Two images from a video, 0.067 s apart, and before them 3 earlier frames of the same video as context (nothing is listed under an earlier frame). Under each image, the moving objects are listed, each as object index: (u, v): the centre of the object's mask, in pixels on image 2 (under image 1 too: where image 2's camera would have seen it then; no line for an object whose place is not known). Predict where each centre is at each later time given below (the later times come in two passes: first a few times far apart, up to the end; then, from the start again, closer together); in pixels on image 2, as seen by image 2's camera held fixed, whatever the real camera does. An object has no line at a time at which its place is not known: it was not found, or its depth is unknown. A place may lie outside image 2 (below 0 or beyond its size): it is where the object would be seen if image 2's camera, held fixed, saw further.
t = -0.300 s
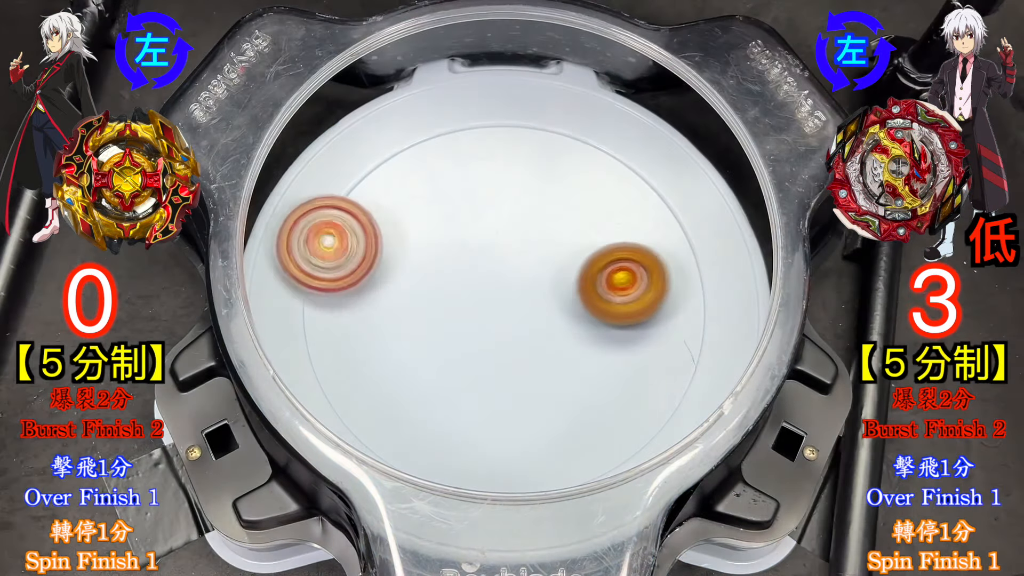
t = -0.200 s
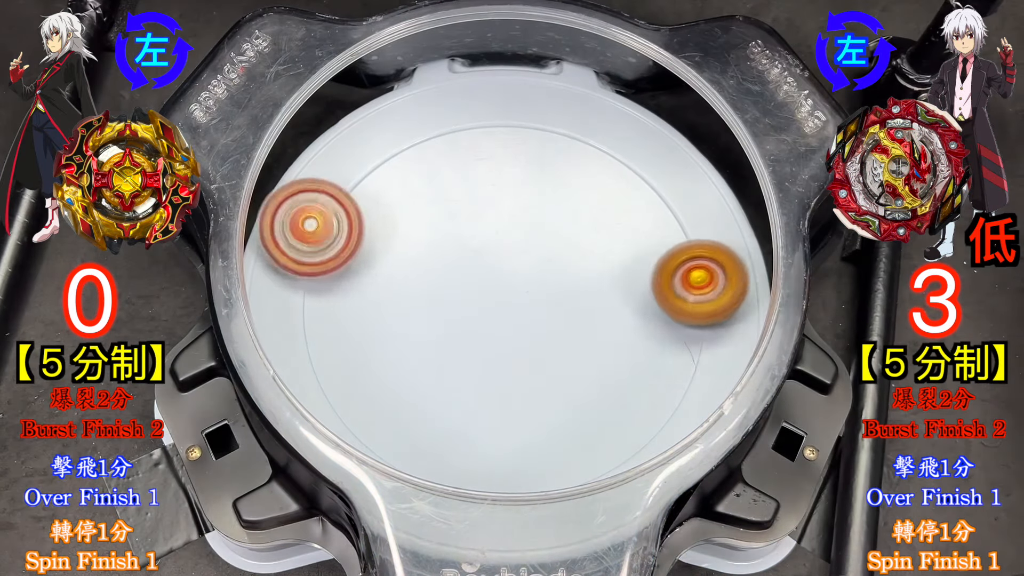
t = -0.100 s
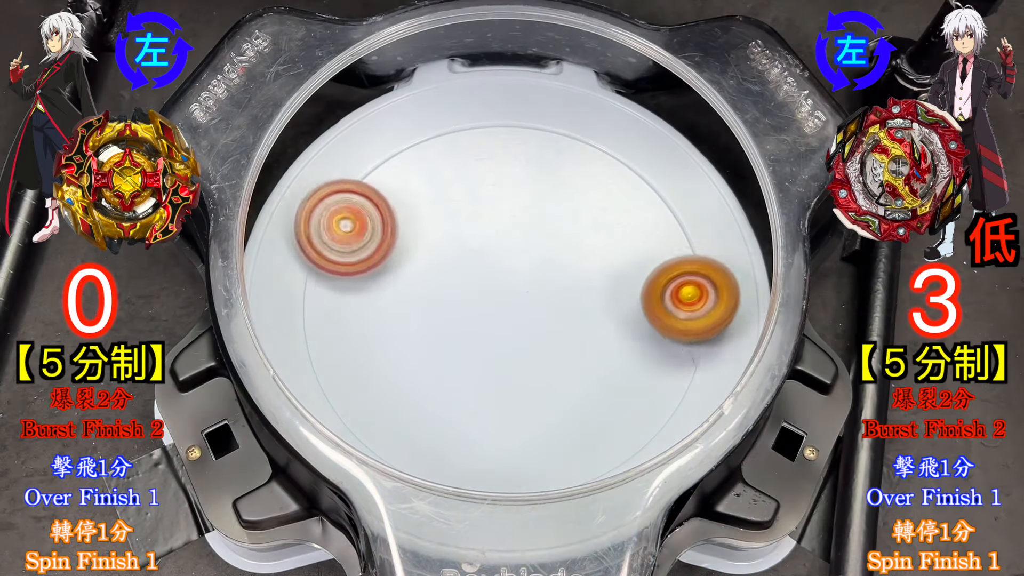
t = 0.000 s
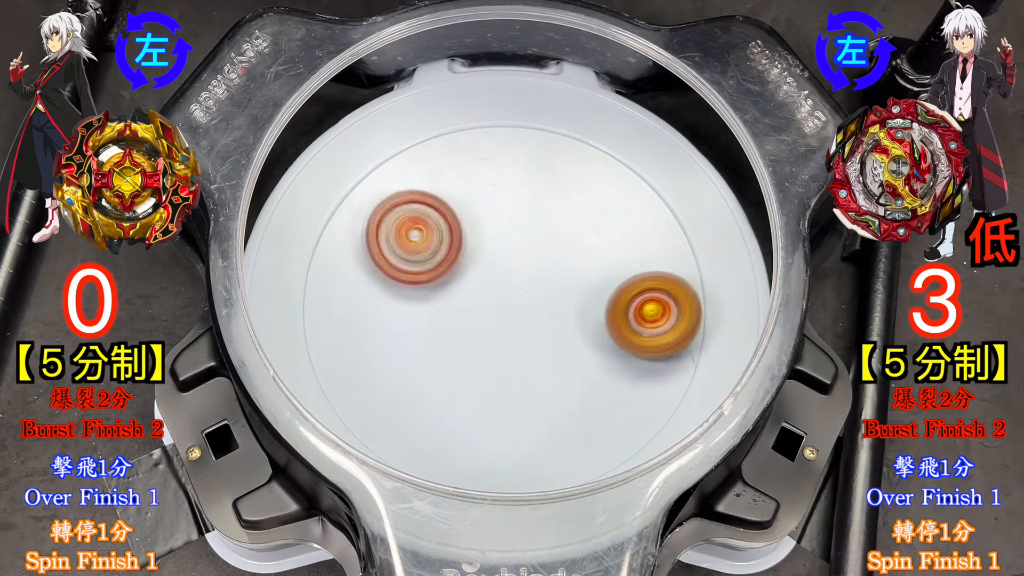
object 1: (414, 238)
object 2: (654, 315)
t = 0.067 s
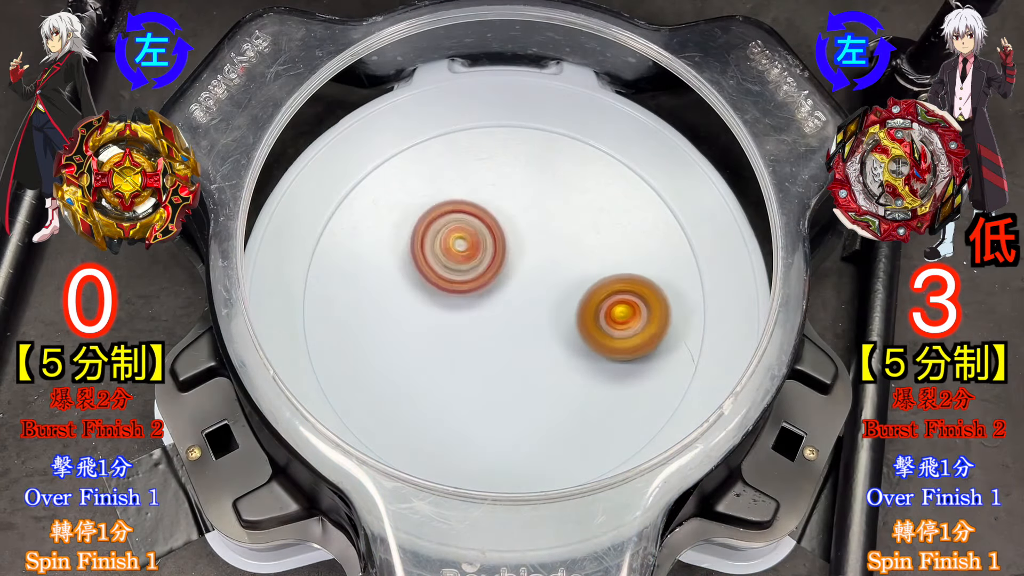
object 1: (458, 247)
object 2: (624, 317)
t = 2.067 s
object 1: (489, 308)
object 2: (567, 181)
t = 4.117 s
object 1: (690, 242)
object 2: (536, 188)
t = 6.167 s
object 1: (593, 194)
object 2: (657, 267)
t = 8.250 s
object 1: (547, 322)
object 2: (627, 411)
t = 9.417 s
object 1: (533, 309)
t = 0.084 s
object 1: (468, 250)
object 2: (615, 316)
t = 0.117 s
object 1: (485, 258)
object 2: (599, 312)
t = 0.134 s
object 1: (493, 262)
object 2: (591, 308)
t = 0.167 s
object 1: (494, 267)
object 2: (593, 301)
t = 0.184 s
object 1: (487, 268)
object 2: (605, 301)
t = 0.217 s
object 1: (472, 273)
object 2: (627, 304)
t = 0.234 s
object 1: (465, 276)
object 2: (636, 307)
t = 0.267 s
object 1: (449, 285)
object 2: (656, 305)
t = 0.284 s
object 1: (441, 290)
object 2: (665, 306)
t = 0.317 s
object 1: (421, 299)
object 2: (681, 307)
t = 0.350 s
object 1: (401, 306)
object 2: (693, 309)
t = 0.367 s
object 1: (389, 308)
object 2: (698, 311)
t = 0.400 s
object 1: (369, 311)
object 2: (694, 315)
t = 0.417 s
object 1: (358, 311)
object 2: (689, 317)
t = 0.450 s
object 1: (341, 308)
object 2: (679, 322)
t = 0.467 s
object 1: (332, 306)
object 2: (673, 325)
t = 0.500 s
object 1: (318, 298)
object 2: (660, 329)
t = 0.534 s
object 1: (307, 288)
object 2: (646, 332)
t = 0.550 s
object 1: (312, 282)
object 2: (638, 332)
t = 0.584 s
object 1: (325, 272)
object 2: (622, 330)
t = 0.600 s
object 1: (333, 267)
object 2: (614, 328)
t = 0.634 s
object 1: (348, 257)
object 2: (597, 321)
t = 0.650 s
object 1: (356, 253)
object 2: (588, 315)
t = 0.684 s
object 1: (373, 246)
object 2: (572, 303)
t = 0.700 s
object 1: (381, 245)
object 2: (565, 295)
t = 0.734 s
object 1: (398, 242)
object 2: (551, 278)
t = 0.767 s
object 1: (415, 242)
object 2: (540, 260)
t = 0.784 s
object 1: (423, 242)
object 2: (535, 250)
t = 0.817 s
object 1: (436, 245)
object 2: (530, 230)
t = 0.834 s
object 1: (437, 248)
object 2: (537, 218)
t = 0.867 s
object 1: (439, 256)
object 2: (554, 194)
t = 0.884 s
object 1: (440, 260)
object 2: (562, 184)
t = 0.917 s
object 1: (442, 269)
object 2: (580, 164)
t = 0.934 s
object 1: (444, 274)
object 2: (590, 156)
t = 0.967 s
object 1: (447, 284)
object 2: (608, 142)
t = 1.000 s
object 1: (449, 295)
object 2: (622, 136)
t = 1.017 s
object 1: (449, 302)
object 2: (628, 137)
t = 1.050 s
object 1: (448, 317)
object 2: (640, 139)
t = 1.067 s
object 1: (447, 325)
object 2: (645, 141)
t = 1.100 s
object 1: (441, 341)
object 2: (655, 143)
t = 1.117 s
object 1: (438, 349)
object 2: (659, 146)
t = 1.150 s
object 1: (428, 364)
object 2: (667, 150)
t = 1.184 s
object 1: (418, 377)
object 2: (674, 154)
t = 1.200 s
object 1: (410, 382)
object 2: (678, 157)
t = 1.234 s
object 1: (396, 390)
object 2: (683, 162)
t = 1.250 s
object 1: (389, 393)
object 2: (685, 165)
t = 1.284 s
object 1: (372, 396)
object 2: (689, 170)
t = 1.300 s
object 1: (365, 395)
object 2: (691, 173)
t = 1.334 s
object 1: (352, 389)
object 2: (693, 178)
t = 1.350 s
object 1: (345, 385)
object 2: (694, 181)
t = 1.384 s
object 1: (334, 375)
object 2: (694, 188)
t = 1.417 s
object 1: (327, 362)
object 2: (692, 195)
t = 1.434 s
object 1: (325, 354)
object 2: (690, 199)
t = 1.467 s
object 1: (325, 339)
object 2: (683, 209)
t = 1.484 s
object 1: (327, 333)
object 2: (678, 215)
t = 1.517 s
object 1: (333, 322)
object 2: (666, 231)
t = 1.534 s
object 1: (336, 316)
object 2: (659, 241)
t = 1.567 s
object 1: (344, 308)
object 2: (640, 259)
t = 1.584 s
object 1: (350, 304)
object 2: (630, 267)
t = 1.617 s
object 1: (360, 298)
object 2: (603, 283)
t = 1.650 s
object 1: (372, 293)
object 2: (573, 293)
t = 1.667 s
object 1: (378, 291)
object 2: (557, 297)
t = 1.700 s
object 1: (389, 288)
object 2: (523, 300)
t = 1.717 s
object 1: (397, 287)
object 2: (506, 301)
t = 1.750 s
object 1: (391, 285)
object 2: (504, 295)
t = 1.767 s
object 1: (385, 285)
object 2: (508, 292)
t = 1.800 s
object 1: (381, 285)
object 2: (516, 284)
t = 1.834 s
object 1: (383, 284)
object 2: (522, 272)
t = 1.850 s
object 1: (386, 284)
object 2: (523, 266)
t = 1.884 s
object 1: (397, 284)
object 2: (527, 252)
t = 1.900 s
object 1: (403, 284)
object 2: (529, 244)
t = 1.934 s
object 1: (416, 284)
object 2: (533, 227)
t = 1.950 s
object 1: (424, 286)
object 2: (536, 219)
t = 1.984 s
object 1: (441, 288)
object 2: (543, 204)
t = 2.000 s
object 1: (450, 291)
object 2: (547, 198)
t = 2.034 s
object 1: (469, 298)
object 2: (556, 188)
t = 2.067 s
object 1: (489, 308)
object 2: (567, 181)
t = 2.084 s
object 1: (499, 314)
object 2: (573, 179)
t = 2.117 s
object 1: (518, 329)
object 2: (586, 179)
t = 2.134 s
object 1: (527, 337)
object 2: (593, 180)
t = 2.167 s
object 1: (542, 354)
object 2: (606, 187)
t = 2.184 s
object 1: (549, 363)
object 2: (612, 192)
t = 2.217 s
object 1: (559, 382)
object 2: (622, 206)
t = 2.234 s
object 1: (563, 390)
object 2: (626, 215)
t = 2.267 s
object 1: (567, 407)
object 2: (630, 235)
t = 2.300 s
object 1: (568, 423)
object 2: (628, 258)
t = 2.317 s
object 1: (567, 430)
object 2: (625, 270)
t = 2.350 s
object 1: (561, 440)
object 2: (612, 293)
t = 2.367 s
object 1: (557, 444)
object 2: (602, 304)
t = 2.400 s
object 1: (546, 450)
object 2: (579, 324)
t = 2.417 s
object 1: (541, 452)
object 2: (565, 332)
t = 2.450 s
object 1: (527, 455)
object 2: (534, 346)
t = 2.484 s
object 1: (510, 455)
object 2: (501, 353)
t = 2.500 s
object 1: (502, 455)
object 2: (485, 355)
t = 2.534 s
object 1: (484, 452)
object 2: (452, 354)
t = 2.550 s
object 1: (475, 450)
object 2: (437, 350)
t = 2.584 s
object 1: (455, 444)
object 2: (409, 343)
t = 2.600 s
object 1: (447, 440)
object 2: (397, 335)
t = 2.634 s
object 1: (433, 430)
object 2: (373, 322)
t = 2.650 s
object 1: (429, 425)
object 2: (364, 313)
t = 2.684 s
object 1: (422, 411)
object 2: (348, 293)
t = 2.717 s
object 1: (418, 398)
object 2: (338, 271)
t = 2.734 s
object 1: (418, 391)
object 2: (336, 260)
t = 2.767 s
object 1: (420, 378)
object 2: (333, 237)
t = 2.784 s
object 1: (421, 371)
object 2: (334, 227)
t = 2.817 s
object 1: (425, 359)
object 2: (339, 205)
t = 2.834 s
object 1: (428, 352)
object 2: (343, 193)
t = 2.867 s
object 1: (437, 338)
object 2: (355, 173)
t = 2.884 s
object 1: (443, 331)
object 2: (364, 166)
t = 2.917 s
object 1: (456, 316)
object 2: (389, 154)
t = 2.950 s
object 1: (474, 304)
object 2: (414, 143)
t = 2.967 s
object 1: (484, 298)
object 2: (427, 138)
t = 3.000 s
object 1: (507, 288)
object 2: (453, 130)
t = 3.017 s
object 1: (519, 284)
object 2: (467, 128)
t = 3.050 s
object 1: (543, 279)
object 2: (495, 128)
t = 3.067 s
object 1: (555, 278)
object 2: (508, 131)
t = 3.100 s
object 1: (580, 278)
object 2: (535, 141)
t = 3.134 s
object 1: (603, 281)
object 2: (560, 158)
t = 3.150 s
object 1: (614, 284)
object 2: (572, 168)
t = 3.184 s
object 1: (633, 293)
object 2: (593, 195)
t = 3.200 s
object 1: (641, 297)
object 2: (601, 211)
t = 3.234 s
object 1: (663, 320)
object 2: (603, 227)
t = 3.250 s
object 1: (674, 333)
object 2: (601, 235)
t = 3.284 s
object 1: (689, 359)
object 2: (593, 251)
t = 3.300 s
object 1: (689, 369)
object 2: (588, 261)
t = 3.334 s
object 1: (668, 386)
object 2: (575, 279)
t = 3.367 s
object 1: (644, 403)
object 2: (558, 296)
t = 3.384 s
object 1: (631, 409)
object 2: (547, 305)
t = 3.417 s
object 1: (605, 420)
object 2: (525, 318)
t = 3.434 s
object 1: (592, 423)
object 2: (513, 323)
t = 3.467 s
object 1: (566, 426)
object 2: (488, 331)
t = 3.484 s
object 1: (552, 425)
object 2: (476, 334)
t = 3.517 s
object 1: (527, 422)
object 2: (451, 335)
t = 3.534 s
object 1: (515, 419)
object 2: (438, 335)
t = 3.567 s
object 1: (494, 409)
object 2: (415, 330)
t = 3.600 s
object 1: (478, 395)
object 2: (394, 321)
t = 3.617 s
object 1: (470, 385)
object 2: (384, 315)
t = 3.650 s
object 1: (459, 364)
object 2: (367, 302)
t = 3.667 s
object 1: (456, 351)
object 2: (360, 295)
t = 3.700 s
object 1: (453, 325)
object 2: (348, 278)
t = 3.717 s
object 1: (454, 312)
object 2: (344, 269)
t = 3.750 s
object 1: (459, 287)
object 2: (339, 250)
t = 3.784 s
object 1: (470, 263)
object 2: (337, 231)
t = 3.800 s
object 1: (476, 252)
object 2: (337, 222)
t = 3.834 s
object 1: (494, 233)
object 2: (341, 203)
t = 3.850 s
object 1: (505, 224)
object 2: (345, 194)
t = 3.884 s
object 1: (528, 211)
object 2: (356, 177)
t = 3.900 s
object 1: (541, 205)
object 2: (364, 171)
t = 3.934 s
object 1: (567, 197)
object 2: (384, 159)
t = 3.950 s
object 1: (580, 195)
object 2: (395, 155)
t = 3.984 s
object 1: (608, 195)
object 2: (419, 149)
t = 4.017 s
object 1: (635, 198)
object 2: (447, 149)
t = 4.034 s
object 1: (648, 201)
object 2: (462, 151)
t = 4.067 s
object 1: (674, 212)
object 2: (492, 161)
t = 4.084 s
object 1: (685, 218)
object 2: (507, 168)
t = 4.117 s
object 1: (690, 242)
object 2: (536, 188)
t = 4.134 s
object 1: (691, 253)
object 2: (549, 199)
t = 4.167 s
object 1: (691, 279)
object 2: (572, 225)
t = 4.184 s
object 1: (690, 291)
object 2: (581, 239)
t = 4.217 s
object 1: (686, 314)
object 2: (597, 266)
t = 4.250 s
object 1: (692, 342)
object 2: (590, 286)
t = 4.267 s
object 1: (693, 355)
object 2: (584, 297)
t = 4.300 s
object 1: (678, 378)
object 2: (569, 319)
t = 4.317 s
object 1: (667, 388)
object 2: (560, 332)
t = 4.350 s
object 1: (644, 406)
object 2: (545, 353)
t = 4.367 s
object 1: (630, 414)
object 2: (536, 363)
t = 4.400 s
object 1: (607, 424)
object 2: (509, 378)
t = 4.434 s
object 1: (582, 429)
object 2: (474, 389)
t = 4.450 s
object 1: (568, 429)
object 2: (457, 392)
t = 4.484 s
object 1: (538, 423)
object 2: (421, 397)
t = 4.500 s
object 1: (523, 418)
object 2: (404, 398)
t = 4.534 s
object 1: (495, 402)
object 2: (372, 394)
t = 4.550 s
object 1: (482, 391)
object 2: (358, 389)
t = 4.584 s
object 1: (461, 368)
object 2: (334, 375)
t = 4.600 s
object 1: (453, 355)
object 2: (326, 366)
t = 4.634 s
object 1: (440, 328)
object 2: (317, 344)
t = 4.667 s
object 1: (433, 299)
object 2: (317, 321)
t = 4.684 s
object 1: (432, 285)
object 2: (318, 310)
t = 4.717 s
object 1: (434, 257)
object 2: (324, 287)
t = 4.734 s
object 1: (438, 244)
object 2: (327, 275)
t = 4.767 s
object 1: (448, 220)
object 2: (337, 255)
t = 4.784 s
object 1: (455, 209)
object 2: (345, 246)
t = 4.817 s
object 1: (472, 188)
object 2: (365, 230)
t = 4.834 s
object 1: (482, 179)
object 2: (379, 224)
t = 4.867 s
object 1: (504, 163)
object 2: (409, 214)
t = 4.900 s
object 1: (528, 149)
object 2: (440, 210)
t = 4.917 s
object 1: (541, 144)
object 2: (456, 210)
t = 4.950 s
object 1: (566, 138)
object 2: (489, 214)
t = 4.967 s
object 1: (579, 136)
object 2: (505, 217)
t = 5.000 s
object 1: (604, 137)
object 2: (535, 227)
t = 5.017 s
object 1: (612, 146)
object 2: (550, 234)
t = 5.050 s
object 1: (627, 169)
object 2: (576, 250)
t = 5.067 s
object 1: (634, 179)
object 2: (586, 260)
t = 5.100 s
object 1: (651, 193)
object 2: (600, 292)
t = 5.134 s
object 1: (667, 207)
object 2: (610, 323)
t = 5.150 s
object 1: (674, 214)
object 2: (613, 337)
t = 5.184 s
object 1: (685, 230)
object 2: (615, 368)
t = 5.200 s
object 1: (688, 238)
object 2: (614, 382)
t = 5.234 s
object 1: (692, 254)
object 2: (609, 408)
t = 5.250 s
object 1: (691, 263)
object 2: (605, 420)
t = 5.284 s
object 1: (688, 278)
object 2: (591, 438)
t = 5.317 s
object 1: (680, 294)
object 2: (574, 449)
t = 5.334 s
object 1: (674, 302)
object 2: (564, 453)
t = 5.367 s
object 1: (658, 318)
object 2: (545, 459)
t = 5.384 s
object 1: (648, 326)
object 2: (535, 460)
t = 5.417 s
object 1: (625, 338)
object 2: (512, 460)
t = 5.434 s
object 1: (612, 342)
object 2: (500, 459)
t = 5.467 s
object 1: (583, 348)
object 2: (478, 454)
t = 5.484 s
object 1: (568, 348)
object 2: (466, 451)
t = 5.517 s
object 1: (539, 345)
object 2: (445, 443)
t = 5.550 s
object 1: (511, 337)
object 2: (424, 431)
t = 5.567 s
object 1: (498, 331)
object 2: (417, 424)
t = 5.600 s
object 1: (475, 316)
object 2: (405, 405)
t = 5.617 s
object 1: (465, 307)
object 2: (401, 395)
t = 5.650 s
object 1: (448, 288)
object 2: (397, 373)
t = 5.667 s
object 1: (442, 278)
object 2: (397, 362)
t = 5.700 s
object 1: (434, 255)
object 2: (400, 340)
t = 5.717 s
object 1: (432, 243)
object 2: (403, 330)
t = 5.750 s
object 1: (430, 220)
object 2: (413, 309)
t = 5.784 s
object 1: (433, 196)
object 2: (429, 289)
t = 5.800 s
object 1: (436, 184)
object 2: (438, 279)
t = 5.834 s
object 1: (444, 163)
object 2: (461, 261)
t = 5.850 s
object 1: (449, 154)
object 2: (472, 254)
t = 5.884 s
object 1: (463, 136)
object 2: (496, 242)
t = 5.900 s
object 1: (470, 128)
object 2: (510, 237)
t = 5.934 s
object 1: (489, 116)
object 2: (535, 231)
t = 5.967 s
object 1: (510, 121)
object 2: (560, 227)
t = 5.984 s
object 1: (521, 125)
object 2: (572, 227)
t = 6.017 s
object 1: (542, 133)
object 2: (595, 228)
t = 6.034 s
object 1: (551, 138)
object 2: (605, 230)
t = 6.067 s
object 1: (567, 149)
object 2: (623, 237)
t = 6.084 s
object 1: (574, 156)
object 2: (630, 240)
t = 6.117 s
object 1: (585, 170)
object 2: (643, 250)
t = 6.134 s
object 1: (588, 178)
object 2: (648, 255)
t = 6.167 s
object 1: (593, 194)
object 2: (657, 267)
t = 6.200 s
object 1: (595, 212)
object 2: (663, 281)
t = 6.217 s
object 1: (594, 221)
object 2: (665, 289)
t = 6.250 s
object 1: (590, 241)
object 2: (665, 306)
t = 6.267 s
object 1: (586, 250)
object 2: (664, 316)
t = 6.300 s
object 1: (577, 269)
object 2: (659, 332)
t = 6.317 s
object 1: (570, 278)
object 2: (654, 341)
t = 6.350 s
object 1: (554, 295)
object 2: (642, 356)
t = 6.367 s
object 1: (545, 302)
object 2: (634, 362)
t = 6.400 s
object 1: (523, 313)
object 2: (616, 372)
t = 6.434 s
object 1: (500, 320)
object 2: (594, 379)
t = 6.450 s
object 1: (488, 322)
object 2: (583, 380)
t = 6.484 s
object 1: (463, 322)
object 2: (559, 380)
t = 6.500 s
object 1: (451, 320)
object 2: (547, 379)
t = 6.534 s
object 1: (428, 313)
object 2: (524, 373)
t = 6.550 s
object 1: (417, 308)
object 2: (512, 368)
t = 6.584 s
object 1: (397, 295)
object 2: (492, 357)
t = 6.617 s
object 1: (381, 278)
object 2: (474, 342)
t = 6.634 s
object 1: (375, 269)
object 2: (465, 332)
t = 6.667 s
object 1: (364, 250)
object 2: (452, 314)
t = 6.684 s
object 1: (361, 240)
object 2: (448, 304)
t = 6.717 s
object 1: (358, 218)
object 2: (441, 282)
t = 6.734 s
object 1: (358, 208)
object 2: (439, 271)
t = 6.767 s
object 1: (362, 187)
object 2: (439, 249)
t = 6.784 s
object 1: (366, 177)
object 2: (441, 238)
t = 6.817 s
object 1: (373, 157)
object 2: (464, 226)
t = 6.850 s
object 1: (392, 150)
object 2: (488, 216)
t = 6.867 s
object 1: (402, 151)
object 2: (500, 213)
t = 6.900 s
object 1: (421, 147)
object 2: (520, 207)
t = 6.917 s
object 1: (430, 147)
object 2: (530, 205)
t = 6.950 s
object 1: (450, 151)
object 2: (548, 204)
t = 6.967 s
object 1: (459, 152)
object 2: (556, 205)
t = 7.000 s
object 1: (476, 160)
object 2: (572, 211)
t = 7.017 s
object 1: (484, 164)
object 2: (580, 215)
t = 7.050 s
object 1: (498, 176)
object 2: (593, 226)
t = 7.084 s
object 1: (510, 189)
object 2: (603, 238)
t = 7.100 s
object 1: (516, 196)
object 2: (607, 244)
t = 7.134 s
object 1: (523, 213)
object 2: (614, 257)
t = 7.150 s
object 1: (525, 223)
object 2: (616, 264)
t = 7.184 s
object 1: (527, 244)
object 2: (617, 278)
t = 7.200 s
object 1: (525, 255)
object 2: (616, 286)
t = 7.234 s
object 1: (520, 276)
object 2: (613, 300)
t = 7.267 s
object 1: (510, 296)
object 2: (607, 315)
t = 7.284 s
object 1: (504, 305)
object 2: (602, 322)
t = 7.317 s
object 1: (489, 322)
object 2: (591, 335)
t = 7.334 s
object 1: (480, 329)
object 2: (584, 341)
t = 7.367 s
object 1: (460, 339)
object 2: (569, 351)
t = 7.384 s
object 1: (449, 344)
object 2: (560, 355)
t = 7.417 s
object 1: (428, 349)
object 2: (543, 361)
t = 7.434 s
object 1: (418, 350)
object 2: (534, 363)
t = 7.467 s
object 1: (395, 350)
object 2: (515, 364)
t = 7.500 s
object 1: (372, 344)
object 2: (497, 363)
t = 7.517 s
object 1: (362, 340)
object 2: (488, 361)
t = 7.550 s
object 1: (343, 329)
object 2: (472, 356)
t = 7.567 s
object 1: (335, 322)
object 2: (464, 352)
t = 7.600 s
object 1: (322, 305)
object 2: (450, 344)
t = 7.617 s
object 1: (317, 296)
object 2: (443, 339)
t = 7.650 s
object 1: (312, 277)
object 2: (432, 328)
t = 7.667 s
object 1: (313, 268)
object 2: (426, 323)
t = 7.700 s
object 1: (317, 252)
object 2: (418, 310)
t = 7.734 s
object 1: (325, 237)
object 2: (411, 297)
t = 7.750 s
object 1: (331, 230)
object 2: (411, 291)
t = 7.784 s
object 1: (339, 211)
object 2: (422, 284)
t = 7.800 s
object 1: (347, 204)
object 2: (429, 280)
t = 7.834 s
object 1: (366, 194)
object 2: (440, 271)
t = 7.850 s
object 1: (377, 190)
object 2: (446, 266)
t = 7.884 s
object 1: (401, 186)
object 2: (460, 260)
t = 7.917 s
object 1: (422, 182)
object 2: (481, 262)
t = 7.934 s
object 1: (433, 184)
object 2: (491, 264)
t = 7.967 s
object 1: (456, 189)
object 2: (510, 268)
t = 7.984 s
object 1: (467, 194)
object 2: (519, 271)
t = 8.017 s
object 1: (485, 200)
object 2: (541, 285)
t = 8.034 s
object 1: (493, 203)
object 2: (556, 295)
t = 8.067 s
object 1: (507, 215)
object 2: (581, 315)
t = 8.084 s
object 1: (514, 223)
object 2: (590, 324)
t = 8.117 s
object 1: (527, 239)
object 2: (608, 344)
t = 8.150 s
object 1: (537, 260)
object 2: (620, 362)
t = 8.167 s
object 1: (541, 270)
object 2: (624, 371)
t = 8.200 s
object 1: (546, 290)
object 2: (628, 388)
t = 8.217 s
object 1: (547, 300)
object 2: (629, 397)
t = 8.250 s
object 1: (547, 322)
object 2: (627, 411)
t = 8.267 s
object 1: (545, 333)
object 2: (625, 417)
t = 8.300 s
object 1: (540, 352)
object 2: (616, 426)
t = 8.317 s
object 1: (536, 362)
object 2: (611, 430)
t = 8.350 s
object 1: (524, 379)
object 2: (602, 436)
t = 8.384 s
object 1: (510, 394)
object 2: (591, 441)
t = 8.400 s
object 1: (502, 400)
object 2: (585, 443)
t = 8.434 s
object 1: (483, 411)
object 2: (575, 445)
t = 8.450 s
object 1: (473, 416)
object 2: (572, 445)
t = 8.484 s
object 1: (452, 420)
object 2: (564, 444)
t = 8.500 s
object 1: (442, 422)
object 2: (559, 443)
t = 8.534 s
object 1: (419, 422)
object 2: (550, 437)
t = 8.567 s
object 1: (398, 416)
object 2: (542, 426)
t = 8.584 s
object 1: (388, 411)
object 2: (538, 420)
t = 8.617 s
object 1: (369, 399)
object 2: (531, 406)
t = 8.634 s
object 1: (361, 391)
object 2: (529, 398)
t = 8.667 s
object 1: (350, 374)
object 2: (525, 382)
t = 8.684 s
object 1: (345, 364)
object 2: (523, 373)
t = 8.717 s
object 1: (342, 343)
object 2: (522, 354)
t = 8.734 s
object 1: (343, 332)
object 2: (522, 345)
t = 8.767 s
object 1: (350, 311)
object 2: (524, 327)
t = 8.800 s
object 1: (362, 293)
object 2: (526, 310)
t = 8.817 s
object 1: (370, 284)
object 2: (527, 302)
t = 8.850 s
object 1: (388, 271)
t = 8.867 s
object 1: (398, 264)
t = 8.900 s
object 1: (419, 255)
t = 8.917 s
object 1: (430, 251)
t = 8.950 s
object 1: (448, 249)
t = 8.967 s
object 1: (442, 251)
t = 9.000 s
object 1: (433, 255)
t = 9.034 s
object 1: (427, 261)
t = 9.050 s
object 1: (428, 263)
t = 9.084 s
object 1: (430, 269)
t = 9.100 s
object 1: (434, 271)
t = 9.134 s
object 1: (444, 274)
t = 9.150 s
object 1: (450, 275)
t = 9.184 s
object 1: (460, 277)
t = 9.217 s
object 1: (471, 279)
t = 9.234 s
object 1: (476, 281)
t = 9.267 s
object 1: (487, 284)
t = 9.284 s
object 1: (493, 286)
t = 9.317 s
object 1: (504, 290)
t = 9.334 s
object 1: (509, 293)
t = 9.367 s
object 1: (518, 298)
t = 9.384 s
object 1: (524, 301)
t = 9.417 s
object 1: (533, 309)
